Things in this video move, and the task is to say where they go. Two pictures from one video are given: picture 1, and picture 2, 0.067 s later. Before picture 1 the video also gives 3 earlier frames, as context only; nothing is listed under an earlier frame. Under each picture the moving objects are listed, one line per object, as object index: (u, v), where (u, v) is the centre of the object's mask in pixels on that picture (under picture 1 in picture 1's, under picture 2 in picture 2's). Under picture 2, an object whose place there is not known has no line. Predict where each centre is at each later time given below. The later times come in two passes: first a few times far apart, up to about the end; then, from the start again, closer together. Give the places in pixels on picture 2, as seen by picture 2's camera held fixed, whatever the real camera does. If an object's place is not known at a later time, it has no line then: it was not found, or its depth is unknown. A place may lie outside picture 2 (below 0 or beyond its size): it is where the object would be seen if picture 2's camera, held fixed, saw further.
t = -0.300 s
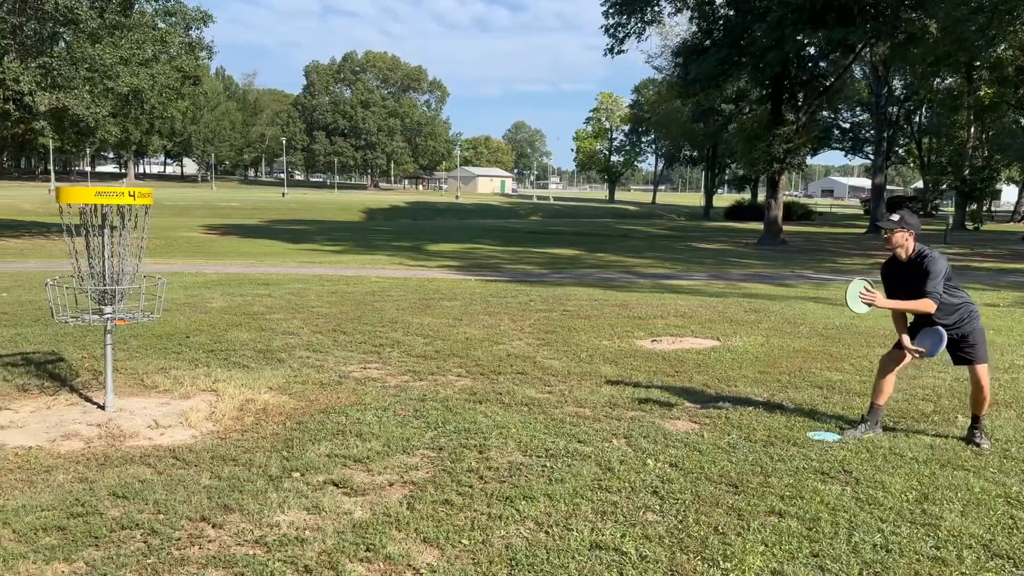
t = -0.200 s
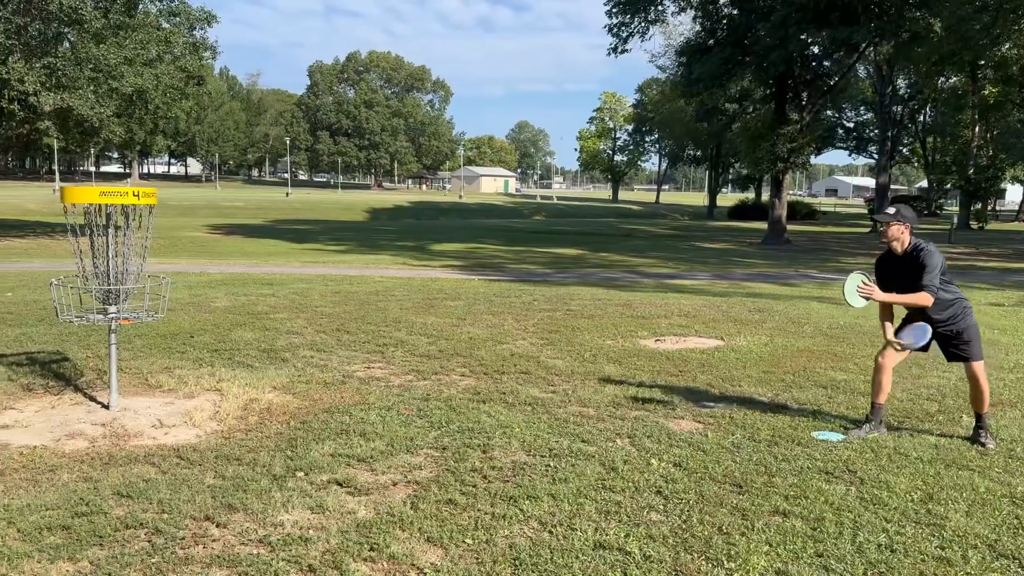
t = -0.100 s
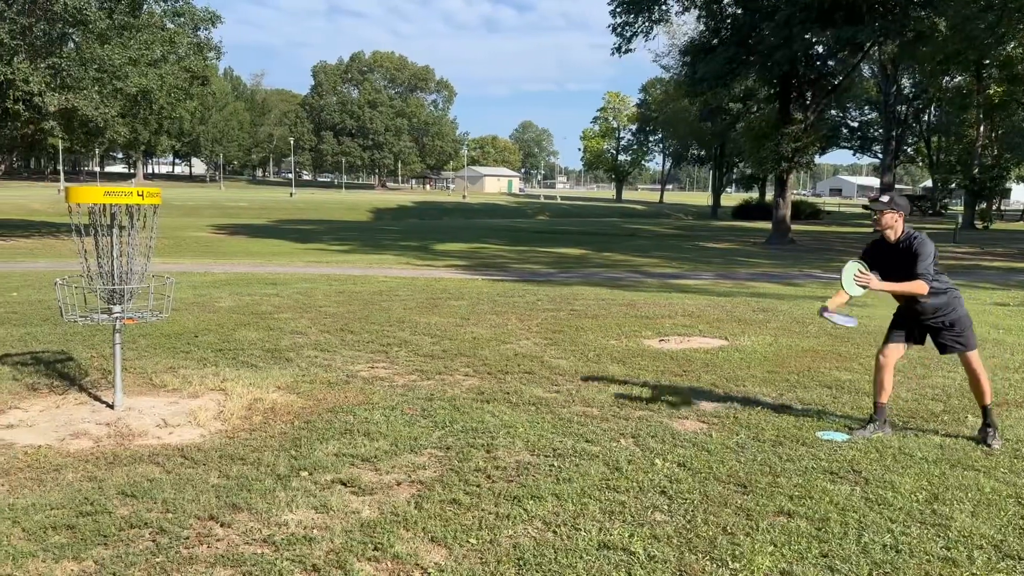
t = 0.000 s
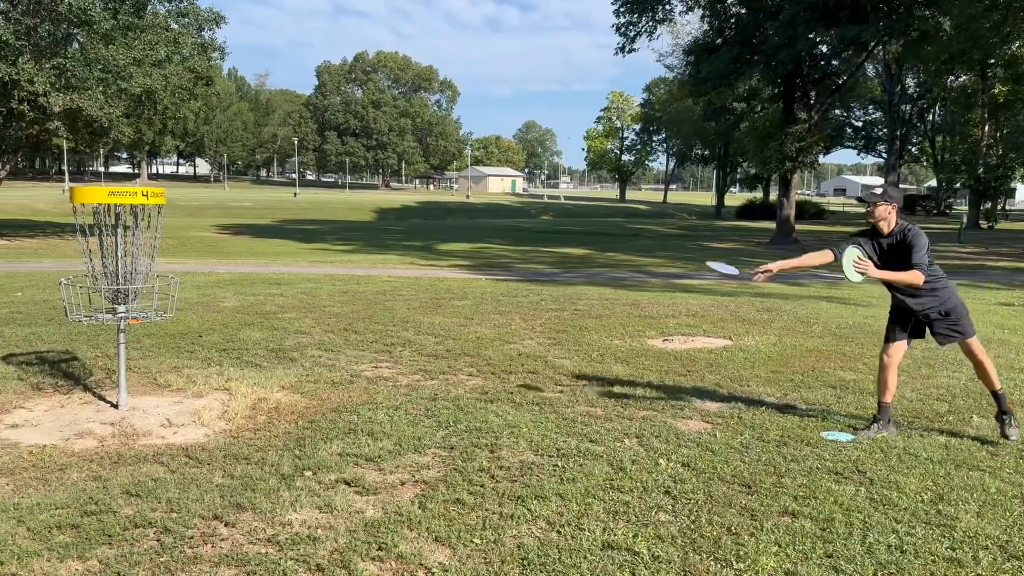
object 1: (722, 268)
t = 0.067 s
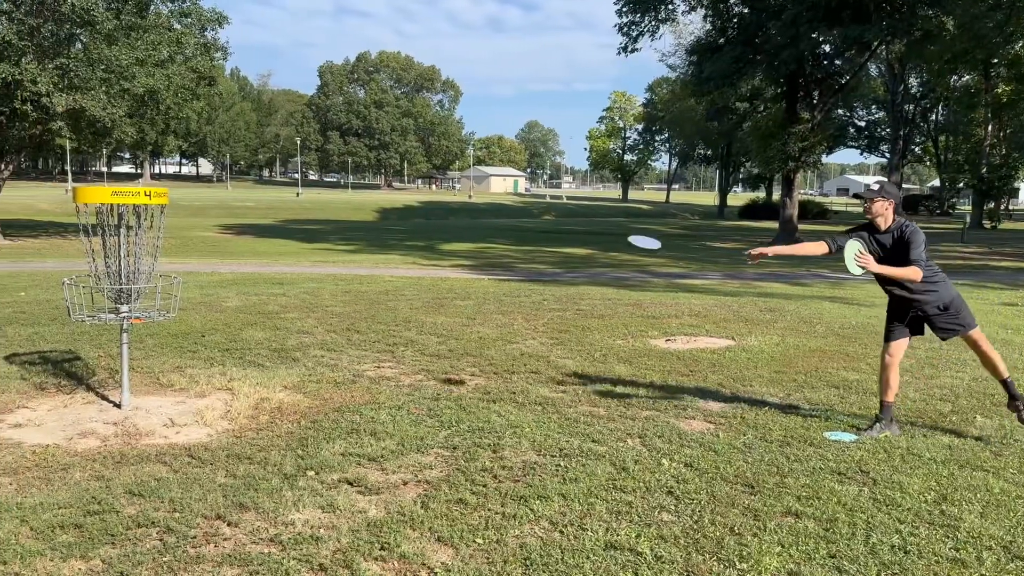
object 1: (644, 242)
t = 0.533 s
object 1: (187, 212)
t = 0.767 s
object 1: (230, 328)
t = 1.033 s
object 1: (307, 430)
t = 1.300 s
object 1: (417, 432)
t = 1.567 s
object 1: (504, 426)
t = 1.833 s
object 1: (567, 416)
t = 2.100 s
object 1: (598, 404)
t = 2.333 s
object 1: (597, 395)
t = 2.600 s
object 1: (568, 385)
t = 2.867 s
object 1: (529, 381)
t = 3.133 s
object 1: (501, 385)
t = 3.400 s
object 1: (504, 388)
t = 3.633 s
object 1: (512, 394)
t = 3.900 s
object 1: (510, 395)
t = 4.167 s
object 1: (511, 395)
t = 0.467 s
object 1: (196, 199)
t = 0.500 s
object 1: (181, 203)
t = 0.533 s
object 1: (187, 212)
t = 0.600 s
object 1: (199, 235)
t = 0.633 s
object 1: (205, 250)
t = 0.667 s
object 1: (210, 266)
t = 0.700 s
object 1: (217, 284)
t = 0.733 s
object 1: (223, 306)
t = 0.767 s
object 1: (230, 328)
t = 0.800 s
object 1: (233, 353)
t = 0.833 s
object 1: (239, 378)
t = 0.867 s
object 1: (246, 408)
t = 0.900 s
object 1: (253, 430)
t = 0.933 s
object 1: (266, 428)
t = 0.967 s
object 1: (279, 426)
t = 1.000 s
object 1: (294, 426)
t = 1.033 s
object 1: (307, 430)
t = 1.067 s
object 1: (320, 434)
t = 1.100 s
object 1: (333, 432)
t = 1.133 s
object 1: (348, 428)
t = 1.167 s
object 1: (362, 426)
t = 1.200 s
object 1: (376, 425)
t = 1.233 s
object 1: (390, 426)
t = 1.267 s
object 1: (404, 429)
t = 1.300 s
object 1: (417, 432)
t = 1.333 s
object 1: (429, 430)
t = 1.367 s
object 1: (441, 429)
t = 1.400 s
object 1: (452, 430)
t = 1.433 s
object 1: (463, 430)
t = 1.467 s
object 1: (474, 427)
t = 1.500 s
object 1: (484, 425)
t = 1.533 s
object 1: (494, 425)
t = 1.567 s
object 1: (504, 426)
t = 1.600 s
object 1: (514, 426)
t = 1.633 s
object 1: (522, 423)
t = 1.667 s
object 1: (531, 421)
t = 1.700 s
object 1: (539, 420)
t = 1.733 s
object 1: (547, 421)
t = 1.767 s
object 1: (554, 420)
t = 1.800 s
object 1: (560, 418)
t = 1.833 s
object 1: (567, 416)
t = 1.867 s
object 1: (572, 414)
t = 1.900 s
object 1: (577, 412)
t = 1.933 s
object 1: (582, 411)
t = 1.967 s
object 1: (586, 410)
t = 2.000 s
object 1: (590, 409)
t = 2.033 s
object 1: (594, 408)
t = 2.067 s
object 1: (596, 407)
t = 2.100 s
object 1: (598, 404)
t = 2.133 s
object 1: (598, 402)
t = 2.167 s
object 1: (599, 401)
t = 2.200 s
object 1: (600, 401)
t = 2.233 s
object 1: (601, 400)
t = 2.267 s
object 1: (601, 400)
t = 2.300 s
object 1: (600, 398)
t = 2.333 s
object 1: (597, 395)
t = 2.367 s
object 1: (595, 394)
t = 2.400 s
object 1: (593, 393)
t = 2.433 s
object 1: (589, 391)
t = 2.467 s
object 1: (587, 391)
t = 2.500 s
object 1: (582, 389)
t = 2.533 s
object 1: (577, 387)
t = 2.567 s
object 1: (574, 386)
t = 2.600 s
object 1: (568, 385)
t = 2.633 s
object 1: (564, 384)
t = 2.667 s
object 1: (560, 382)
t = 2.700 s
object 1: (555, 381)
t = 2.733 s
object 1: (550, 382)
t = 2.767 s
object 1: (544, 381)
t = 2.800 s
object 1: (539, 381)
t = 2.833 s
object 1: (534, 381)
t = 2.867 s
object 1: (529, 381)
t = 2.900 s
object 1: (525, 381)
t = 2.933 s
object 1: (520, 381)
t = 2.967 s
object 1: (515, 381)
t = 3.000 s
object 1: (511, 381)
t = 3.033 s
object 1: (508, 381)
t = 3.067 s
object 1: (505, 382)
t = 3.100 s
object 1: (503, 384)
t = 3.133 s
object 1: (501, 385)
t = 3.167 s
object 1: (500, 384)
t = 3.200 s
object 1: (496, 387)
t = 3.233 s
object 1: (496, 389)
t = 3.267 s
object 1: (496, 389)
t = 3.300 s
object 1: (497, 389)
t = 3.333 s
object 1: (499, 389)
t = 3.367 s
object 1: (502, 388)
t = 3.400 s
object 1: (504, 388)
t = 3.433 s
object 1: (506, 389)
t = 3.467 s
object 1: (508, 391)
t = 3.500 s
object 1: (510, 393)
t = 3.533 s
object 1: (512, 394)
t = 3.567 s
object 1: (512, 394)
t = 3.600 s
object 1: (512, 394)
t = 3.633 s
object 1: (512, 394)
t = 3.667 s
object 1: (511, 394)
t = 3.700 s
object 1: (511, 395)
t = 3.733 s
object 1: (511, 395)
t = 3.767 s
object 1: (511, 395)
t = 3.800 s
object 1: (511, 395)
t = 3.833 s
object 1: (511, 395)
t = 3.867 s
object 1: (510, 395)
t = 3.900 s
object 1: (510, 395)
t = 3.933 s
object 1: (510, 395)
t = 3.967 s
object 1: (510, 395)
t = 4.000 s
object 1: (510, 395)
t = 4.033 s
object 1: (511, 395)
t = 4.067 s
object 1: (511, 395)
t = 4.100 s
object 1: (511, 395)
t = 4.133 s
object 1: (511, 395)
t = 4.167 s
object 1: (511, 395)
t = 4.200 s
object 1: (511, 395)
